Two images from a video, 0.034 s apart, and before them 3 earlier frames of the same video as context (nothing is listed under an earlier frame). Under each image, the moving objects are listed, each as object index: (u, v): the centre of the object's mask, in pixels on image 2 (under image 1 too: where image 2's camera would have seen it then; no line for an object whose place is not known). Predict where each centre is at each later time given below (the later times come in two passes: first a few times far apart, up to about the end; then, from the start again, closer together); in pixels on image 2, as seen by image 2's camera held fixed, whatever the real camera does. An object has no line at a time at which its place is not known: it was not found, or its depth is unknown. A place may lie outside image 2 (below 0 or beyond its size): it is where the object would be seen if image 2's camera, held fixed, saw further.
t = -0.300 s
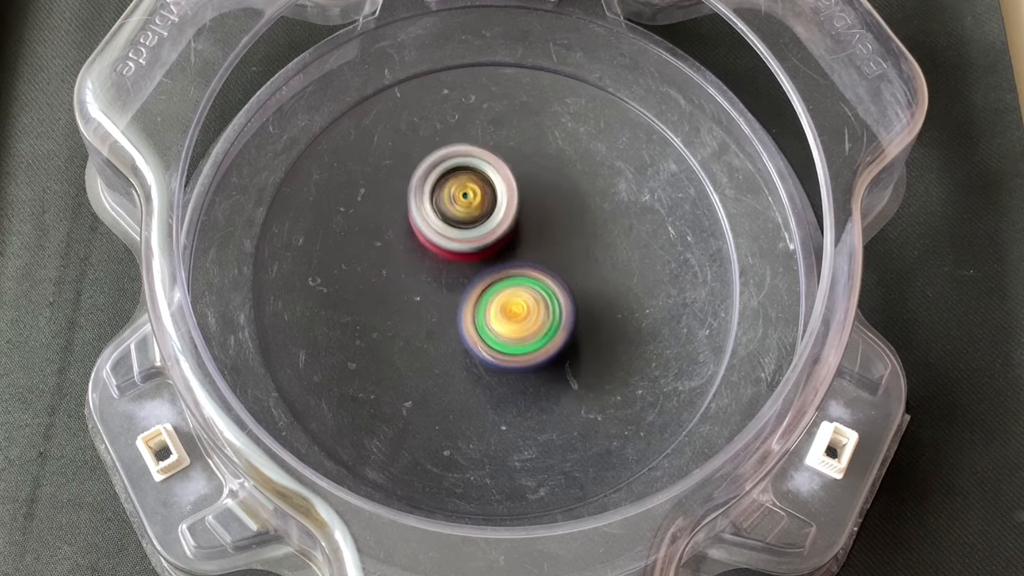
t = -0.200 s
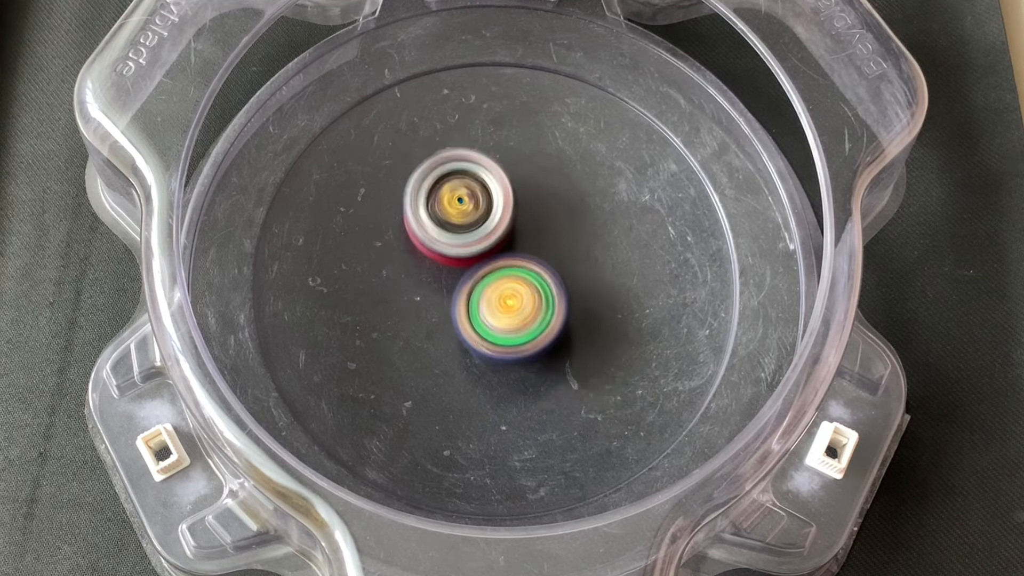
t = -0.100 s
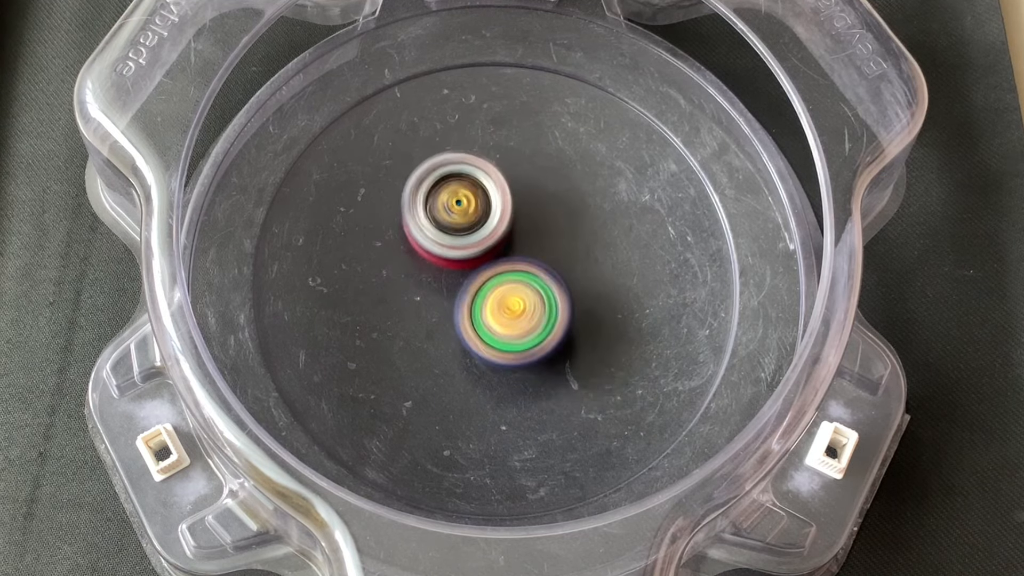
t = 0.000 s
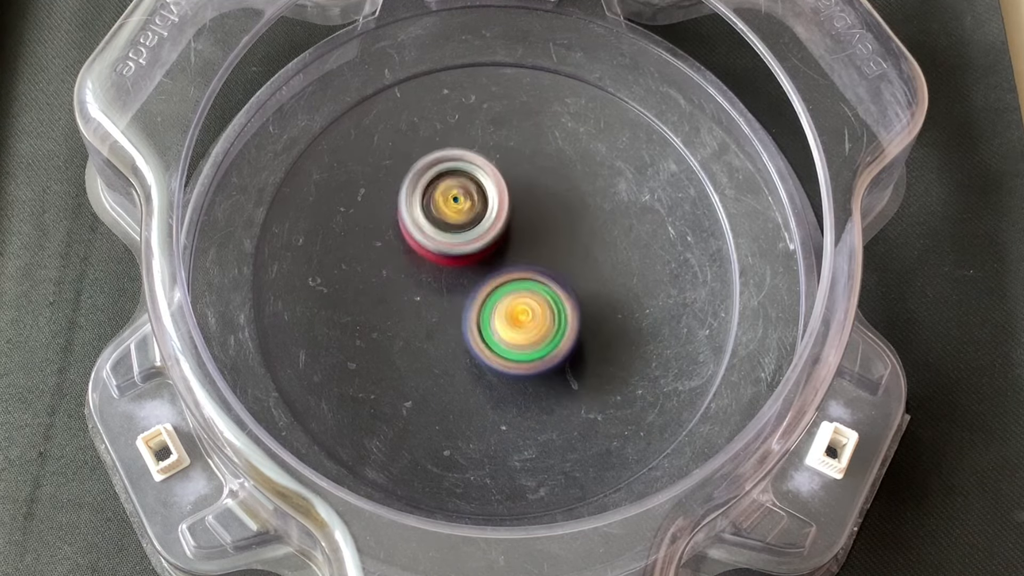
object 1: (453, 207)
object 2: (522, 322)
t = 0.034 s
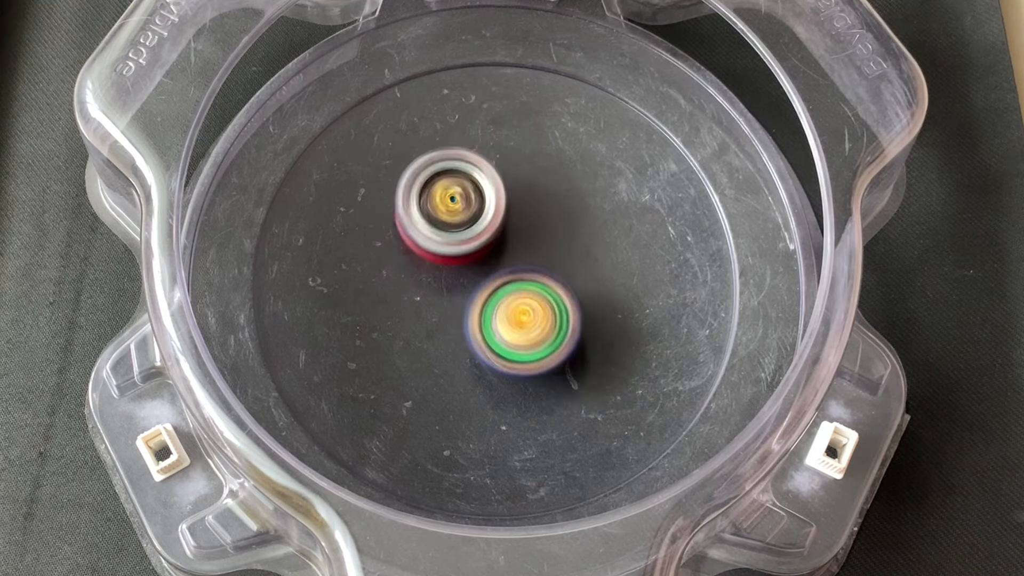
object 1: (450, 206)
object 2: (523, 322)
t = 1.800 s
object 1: (481, 184)
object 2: (489, 347)
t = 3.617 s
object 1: (521, 238)
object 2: (441, 323)
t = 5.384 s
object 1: (550, 265)
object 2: (414, 293)
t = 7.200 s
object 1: (543, 258)
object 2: (418, 252)
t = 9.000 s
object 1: (545, 309)
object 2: (450, 216)
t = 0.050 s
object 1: (449, 206)
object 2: (523, 321)
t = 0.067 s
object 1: (448, 207)
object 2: (524, 321)
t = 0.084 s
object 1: (447, 209)
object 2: (523, 320)
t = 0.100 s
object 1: (447, 210)
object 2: (522, 319)
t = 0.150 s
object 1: (450, 218)
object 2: (519, 315)
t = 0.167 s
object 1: (452, 220)
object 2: (518, 314)
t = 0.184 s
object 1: (453, 221)
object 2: (519, 317)
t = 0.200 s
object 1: (453, 217)
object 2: (523, 323)
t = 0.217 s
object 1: (453, 214)
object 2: (528, 329)
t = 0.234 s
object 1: (453, 212)
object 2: (530, 334)
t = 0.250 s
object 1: (452, 211)
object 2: (533, 338)
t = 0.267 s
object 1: (453, 210)
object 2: (535, 340)
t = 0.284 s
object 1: (452, 209)
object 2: (537, 341)
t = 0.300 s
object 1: (452, 209)
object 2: (537, 340)
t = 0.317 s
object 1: (452, 209)
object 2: (538, 341)
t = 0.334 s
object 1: (453, 210)
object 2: (537, 340)
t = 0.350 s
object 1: (453, 211)
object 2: (536, 339)
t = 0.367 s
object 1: (454, 212)
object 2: (535, 338)
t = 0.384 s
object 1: (455, 214)
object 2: (534, 336)
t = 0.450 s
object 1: (464, 221)
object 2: (528, 331)
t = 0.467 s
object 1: (467, 222)
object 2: (528, 330)
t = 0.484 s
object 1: (471, 224)
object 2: (525, 330)
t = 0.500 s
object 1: (475, 224)
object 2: (524, 328)
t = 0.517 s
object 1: (478, 225)
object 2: (524, 328)
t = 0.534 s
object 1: (481, 223)
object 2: (523, 328)
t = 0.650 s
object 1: (499, 215)
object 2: (518, 324)
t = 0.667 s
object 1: (501, 214)
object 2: (516, 323)
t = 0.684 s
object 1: (503, 212)
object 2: (515, 322)
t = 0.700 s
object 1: (504, 211)
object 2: (513, 321)
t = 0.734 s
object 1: (506, 208)
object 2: (511, 321)
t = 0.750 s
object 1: (507, 207)
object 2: (510, 320)
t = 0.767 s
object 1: (508, 206)
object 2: (509, 320)
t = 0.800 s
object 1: (508, 205)
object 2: (507, 319)
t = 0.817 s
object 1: (508, 204)
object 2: (505, 318)
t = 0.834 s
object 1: (508, 204)
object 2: (504, 317)
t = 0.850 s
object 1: (507, 205)
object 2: (502, 317)
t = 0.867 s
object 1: (507, 205)
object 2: (502, 317)
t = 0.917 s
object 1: (505, 194)
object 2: (497, 334)
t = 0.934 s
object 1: (504, 191)
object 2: (496, 338)
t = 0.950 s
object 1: (502, 189)
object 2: (495, 341)
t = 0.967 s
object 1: (500, 188)
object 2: (494, 342)
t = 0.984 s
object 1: (498, 187)
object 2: (494, 343)
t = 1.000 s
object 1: (495, 187)
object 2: (494, 342)
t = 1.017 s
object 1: (492, 188)
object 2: (494, 342)
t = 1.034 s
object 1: (489, 189)
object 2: (493, 341)
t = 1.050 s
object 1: (487, 191)
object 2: (493, 340)
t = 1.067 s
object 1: (485, 194)
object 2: (491, 339)
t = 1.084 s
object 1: (483, 197)
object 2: (491, 339)
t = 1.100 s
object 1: (481, 201)
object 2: (490, 337)
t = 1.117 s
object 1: (481, 205)
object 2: (490, 336)
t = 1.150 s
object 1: (481, 214)
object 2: (488, 334)
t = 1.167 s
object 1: (481, 218)
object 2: (487, 334)
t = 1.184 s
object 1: (482, 221)
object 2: (487, 336)
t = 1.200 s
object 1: (484, 217)
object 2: (486, 345)
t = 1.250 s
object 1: (486, 209)
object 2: (487, 365)
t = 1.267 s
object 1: (486, 206)
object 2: (487, 369)
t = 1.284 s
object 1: (487, 204)
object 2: (488, 372)
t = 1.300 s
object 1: (486, 202)
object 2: (489, 374)
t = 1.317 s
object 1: (486, 200)
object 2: (489, 374)
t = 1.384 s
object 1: (484, 198)
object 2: (490, 369)
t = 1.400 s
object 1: (483, 198)
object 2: (490, 366)
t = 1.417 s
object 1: (483, 199)
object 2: (489, 363)
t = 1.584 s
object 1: (485, 219)
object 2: (488, 332)
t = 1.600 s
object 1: (487, 220)
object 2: (488, 330)
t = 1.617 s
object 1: (488, 216)
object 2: (488, 335)
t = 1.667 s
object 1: (491, 203)
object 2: (488, 349)
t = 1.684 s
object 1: (491, 199)
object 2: (488, 352)
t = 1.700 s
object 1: (490, 195)
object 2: (488, 352)
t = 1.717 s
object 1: (490, 193)
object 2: (488, 354)
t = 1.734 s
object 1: (488, 190)
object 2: (488, 352)
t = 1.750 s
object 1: (487, 187)
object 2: (489, 353)
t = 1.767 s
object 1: (485, 186)
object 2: (489, 351)
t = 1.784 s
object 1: (483, 185)
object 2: (489, 350)
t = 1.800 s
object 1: (481, 184)
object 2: (489, 347)
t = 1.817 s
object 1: (479, 184)
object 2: (490, 346)
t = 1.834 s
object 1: (477, 185)
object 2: (489, 343)
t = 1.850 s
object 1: (474, 186)
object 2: (490, 341)
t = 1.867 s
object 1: (473, 188)
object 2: (489, 339)
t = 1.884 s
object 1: (471, 191)
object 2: (490, 336)
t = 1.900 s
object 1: (471, 194)
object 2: (489, 335)
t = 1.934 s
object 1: (470, 202)
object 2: (489, 330)
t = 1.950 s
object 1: (470, 206)
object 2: (489, 328)
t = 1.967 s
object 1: (472, 210)
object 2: (489, 325)
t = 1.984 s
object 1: (473, 214)
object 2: (489, 323)
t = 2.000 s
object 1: (475, 215)
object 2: (489, 326)
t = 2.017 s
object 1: (478, 215)
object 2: (489, 331)
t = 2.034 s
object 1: (480, 215)
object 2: (490, 333)
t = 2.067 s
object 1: (485, 216)
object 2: (490, 336)
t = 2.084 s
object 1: (487, 216)
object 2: (490, 337)
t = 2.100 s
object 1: (490, 217)
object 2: (490, 336)
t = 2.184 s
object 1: (504, 218)
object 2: (491, 330)
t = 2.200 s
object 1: (506, 219)
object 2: (492, 329)
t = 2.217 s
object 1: (509, 218)
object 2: (492, 330)
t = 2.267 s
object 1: (516, 217)
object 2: (492, 330)
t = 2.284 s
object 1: (519, 216)
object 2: (492, 329)
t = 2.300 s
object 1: (521, 216)
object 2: (492, 327)
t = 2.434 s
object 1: (534, 212)
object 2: (487, 323)
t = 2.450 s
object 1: (534, 211)
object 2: (487, 323)
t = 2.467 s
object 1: (535, 211)
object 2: (486, 322)
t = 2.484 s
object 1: (534, 211)
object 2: (486, 321)
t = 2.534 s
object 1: (534, 213)
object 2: (484, 318)
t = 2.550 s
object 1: (533, 213)
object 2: (483, 318)
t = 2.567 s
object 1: (533, 215)
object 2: (482, 316)
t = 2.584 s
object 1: (532, 216)
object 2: (482, 317)
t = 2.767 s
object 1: (536, 226)
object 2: (472, 320)
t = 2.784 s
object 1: (535, 228)
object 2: (471, 321)
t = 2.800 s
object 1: (537, 229)
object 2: (470, 321)
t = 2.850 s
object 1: (540, 229)
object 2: (466, 325)
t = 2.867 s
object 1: (541, 227)
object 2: (465, 326)
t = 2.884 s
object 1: (542, 227)
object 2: (464, 326)
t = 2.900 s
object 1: (544, 226)
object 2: (464, 326)
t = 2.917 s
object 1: (544, 225)
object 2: (463, 326)
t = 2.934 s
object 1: (545, 225)
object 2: (463, 325)
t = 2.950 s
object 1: (544, 224)
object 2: (462, 325)
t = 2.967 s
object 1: (544, 224)
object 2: (462, 324)
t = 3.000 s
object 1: (543, 225)
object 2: (462, 322)
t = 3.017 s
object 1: (542, 225)
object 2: (461, 322)
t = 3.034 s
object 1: (541, 227)
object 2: (461, 320)
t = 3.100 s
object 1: (536, 233)
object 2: (460, 318)
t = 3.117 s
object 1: (535, 234)
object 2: (459, 317)
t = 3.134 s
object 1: (536, 234)
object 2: (456, 321)
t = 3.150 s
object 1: (539, 231)
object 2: (450, 327)
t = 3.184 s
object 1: (543, 227)
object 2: (443, 333)
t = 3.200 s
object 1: (545, 225)
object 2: (442, 335)
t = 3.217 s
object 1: (546, 222)
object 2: (441, 335)
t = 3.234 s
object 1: (547, 220)
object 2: (441, 336)
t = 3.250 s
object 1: (547, 217)
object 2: (440, 335)
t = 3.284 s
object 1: (547, 214)
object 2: (440, 334)
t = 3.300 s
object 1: (547, 213)
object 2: (441, 334)
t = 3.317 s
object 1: (545, 211)
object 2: (441, 332)
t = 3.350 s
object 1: (543, 210)
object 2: (441, 330)
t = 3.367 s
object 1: (541, 210)
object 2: (441, 330)
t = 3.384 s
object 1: (539, 210)
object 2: (441, 328)
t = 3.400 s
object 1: (537, 211)
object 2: (441, 327)
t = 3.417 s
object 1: (535, 211)
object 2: (441, 326)
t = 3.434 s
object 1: (533, 213)
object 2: (441, 325)
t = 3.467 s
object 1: (529, 217)
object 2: (441, 324)
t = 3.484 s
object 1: (527, 218)
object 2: (442, 323)
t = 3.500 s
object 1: (525, 221)
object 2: (442, 321)
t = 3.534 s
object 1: (521, 227)
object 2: (444, 319)
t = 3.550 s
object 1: (519, 229)
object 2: (444, 318)
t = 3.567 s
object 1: (518, 233)
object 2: (444, 318)
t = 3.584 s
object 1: (519, 234)
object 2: (442, 320)
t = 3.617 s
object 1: (521, 238)
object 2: (441, 323)
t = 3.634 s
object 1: (522, 240)
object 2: (441, 323)
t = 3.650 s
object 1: (524, 239)
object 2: (438, 326)
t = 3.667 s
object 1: (527, 238)
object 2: (437, 327)
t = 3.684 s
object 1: (530, 238)
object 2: (435, 328)
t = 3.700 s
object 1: (533, 238)
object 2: (436, 328)
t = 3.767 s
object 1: (540, 235)
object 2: (437, 326)
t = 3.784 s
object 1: (541, 234)
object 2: (437, 325)
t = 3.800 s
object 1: (542, 234)
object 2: (437, 324)
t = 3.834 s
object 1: (544, 234)
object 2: (438, 322)
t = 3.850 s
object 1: (544, 234)
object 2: (440, 320)
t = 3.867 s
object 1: (544, 233)
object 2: (439, 321)
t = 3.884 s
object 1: (543, 233)
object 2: (441, 319)
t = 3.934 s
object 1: (542, 235)
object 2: (441, 315)
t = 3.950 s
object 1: (542, 236)
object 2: (443, 314)
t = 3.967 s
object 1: (541, 237)
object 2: (443, 313)
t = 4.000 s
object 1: (538, 240)
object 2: (444, 312)
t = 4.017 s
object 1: (538, 241)
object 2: (443, 311)
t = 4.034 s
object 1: (541, 240)
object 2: (440, 315)
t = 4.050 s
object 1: (543, 237)
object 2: (436, 318)
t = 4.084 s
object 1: (547, 234)
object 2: (433, 322)
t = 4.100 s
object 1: (548, 232)
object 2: (433, 322)
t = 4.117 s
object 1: (548, 231)
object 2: (433, 321)
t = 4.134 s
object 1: (549, 229)
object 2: (434, 322)
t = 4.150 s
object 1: (548, 228)
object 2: (433, 320)
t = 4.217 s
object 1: (544, 225)
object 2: (436, 315)
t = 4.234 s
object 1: (542, 225)
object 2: (436, 315)
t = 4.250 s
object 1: (540, 227)
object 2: (437, 313)
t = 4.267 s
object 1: (537, 227)
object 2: (437, 311)
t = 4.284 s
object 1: (535, 229)
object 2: (438, 311)
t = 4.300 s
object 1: (533, 230)
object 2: (437, 310)
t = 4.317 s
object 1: (530, 234)
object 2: (438, 309)
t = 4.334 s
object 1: (529, 236)
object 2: (438, 308)
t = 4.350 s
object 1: (529, 237)
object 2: (436, 310)
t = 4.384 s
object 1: (529, 239)
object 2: (434, 312)
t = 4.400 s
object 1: (529, 241)
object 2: (435, 311)
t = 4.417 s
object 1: (529, 242)
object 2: (434, 310)
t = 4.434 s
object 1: (531, 243)
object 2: (433, 313)
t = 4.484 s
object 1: (543, 239)
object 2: (422, 316)
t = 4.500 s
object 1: (547, 238)
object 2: (421, 317)
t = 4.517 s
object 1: (550, 236)
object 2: (421, 317)
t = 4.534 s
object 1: (553, 235)
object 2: (421, 316)
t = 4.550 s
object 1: (554, 233)
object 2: (421, 316)
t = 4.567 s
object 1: (557, 232)
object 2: (421, 315)
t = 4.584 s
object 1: (558, 230)
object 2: (422, 314)
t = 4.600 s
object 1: (559, 229)
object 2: (421, 313)
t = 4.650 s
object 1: (560, 225)
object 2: (423, 310)
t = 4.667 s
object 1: (559, 224)
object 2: (424, 308)
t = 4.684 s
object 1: (558, 224)
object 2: (423, 308)
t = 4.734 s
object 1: (553, 224)
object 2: (424, 305)
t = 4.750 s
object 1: (551, 225)
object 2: (424, 303)
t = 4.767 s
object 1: (548, 227)
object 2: (425, 303)
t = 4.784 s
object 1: (545, 229)
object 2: (425, 302)
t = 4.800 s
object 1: (543, 231)
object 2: (425, 301)
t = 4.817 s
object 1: (540, 233)
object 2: (426, 300)
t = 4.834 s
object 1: (539, 237)
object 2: (426, 299)
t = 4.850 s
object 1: (536, 240)
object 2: (428, 298)
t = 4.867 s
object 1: (535, 243)
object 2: (427, 297)
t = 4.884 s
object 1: (535, 246)
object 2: (426, 299)
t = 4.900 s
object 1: (539, 245)
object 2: (419, 302)
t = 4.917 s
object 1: (543, 246)
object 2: (414, 305)
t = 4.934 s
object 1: (546, 245)
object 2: (411, 306)
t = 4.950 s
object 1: (550, 245)
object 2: (409, 309)
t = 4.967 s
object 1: (552, 245)
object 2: (409, 309)
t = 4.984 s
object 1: (555, 245)
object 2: (408, 310)
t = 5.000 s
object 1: (557, 245)
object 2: (409, 310)
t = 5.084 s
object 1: (565, 242)
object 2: (414, 306)
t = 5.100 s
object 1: (566, 241)
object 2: (414, 305)
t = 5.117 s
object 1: (566, 241)
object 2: (416, 304)
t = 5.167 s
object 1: (564, 241)
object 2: (418, 300)
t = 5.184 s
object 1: (563, 242)
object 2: (418, 300)
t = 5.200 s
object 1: (560, 243)
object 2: (419, 298)
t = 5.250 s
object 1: (555, 247)
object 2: (422, 295)
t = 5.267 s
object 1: (552, 249)
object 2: (423, 295)
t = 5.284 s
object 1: (550, 251)
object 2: (424, 293)
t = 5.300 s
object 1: (548, 253)
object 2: (424, 293)
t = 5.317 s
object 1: (545, 256)
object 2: (426, 291)
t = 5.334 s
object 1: (544, 259)
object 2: (426, 291)
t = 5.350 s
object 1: (542, 262)
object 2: (426, 291)
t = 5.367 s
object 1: (546, 263)
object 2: (420, 292)
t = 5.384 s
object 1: (550, 265)
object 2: (414, 293)
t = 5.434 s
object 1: (555, 268)
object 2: (406, 295)
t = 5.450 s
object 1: (558, 269)
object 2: (405, 295)
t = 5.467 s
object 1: (559, 270)
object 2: (406, 295)
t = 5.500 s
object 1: (563, 272)
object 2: (407, 294)
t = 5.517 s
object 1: (564, 273)
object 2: (409, 294)
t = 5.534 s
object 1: (565, 273)
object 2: (409, 293)
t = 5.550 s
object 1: (565, 274)
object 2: (410, 292)
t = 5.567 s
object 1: (566, 275)
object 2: (412, 290)
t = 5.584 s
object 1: (566, 275)
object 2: (413, 289)
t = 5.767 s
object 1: (551, 280)
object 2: (426, 278)
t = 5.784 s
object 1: (548, 281)
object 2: (427, 277)
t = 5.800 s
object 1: (547, 282)
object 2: (427, 276)
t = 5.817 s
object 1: (547, 283)
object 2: (425, 276)
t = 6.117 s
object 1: (545, 297)
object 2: (428, 264)
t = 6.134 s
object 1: (544, 297)
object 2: (429, 264)
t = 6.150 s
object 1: (545, 297)
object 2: (428, 263)
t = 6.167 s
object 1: (547, 298)
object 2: (424, 261)
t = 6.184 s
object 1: (551, 299)
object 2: (422, 260)
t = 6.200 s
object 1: (553, 299)
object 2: (421, 260)
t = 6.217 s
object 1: (555, 298)
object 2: (420, 259)
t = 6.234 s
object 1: (557, 298)
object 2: (420, 259)
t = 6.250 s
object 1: (559, 297)
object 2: (420, 259)
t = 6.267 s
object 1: (561, 296)
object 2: (421, 259)
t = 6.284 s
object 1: (562, 295)
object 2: (422, 259)
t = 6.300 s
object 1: (563, 293)
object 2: (423, 258)
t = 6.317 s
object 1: (563, 292)
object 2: (425, 258)
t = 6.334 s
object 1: (563, 289)
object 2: (426, 258)
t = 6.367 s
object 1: (561, 285)
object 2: (429, 256)
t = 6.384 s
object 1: (560, 283)
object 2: (430, 256)
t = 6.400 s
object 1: (557, 281)
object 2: (432, 255)
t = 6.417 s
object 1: (555, 280)
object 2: (433, 255)
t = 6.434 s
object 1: (553, 278)
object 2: (433, 254)
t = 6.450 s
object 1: (554, 278)
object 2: (430, 253)
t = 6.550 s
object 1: (557, 274)
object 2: (420, 252)
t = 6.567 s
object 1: (556, 273)
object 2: (421, 252)
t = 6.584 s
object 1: (556, 272)
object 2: (422, 253)
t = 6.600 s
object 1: (555, 271)
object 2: (423, 253)
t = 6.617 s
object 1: (553, 270)
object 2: (425, 253)
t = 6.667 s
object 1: (548, 268)
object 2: (430, 253)
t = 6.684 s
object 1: (547, 268)
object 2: (431, 252)
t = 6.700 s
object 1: (552, 267)
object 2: (424, 252)
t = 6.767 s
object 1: (579, 268)
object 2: (387, 247)
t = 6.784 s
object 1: (583, 266)
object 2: (381, 247)
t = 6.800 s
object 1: (587, 265)
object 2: (378, 247)
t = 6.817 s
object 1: (590, 263)
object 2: (377, 247)
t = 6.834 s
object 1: (593, 260)
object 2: (377, 248)
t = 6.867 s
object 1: (597, 257)
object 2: (379, 249)
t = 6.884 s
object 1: (600, 255)
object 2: (381, 250)
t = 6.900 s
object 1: (600, 253)
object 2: (383, 250)
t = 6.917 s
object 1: (601, 251)
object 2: (386, 250)
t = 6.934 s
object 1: (600, 249)
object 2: (388, 250)
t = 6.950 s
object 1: (599, 247)
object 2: (390, 250)
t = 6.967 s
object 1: (597, 246)
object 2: (393, 250)
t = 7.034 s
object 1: (583, 242)
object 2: (402, 250)
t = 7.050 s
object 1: (579, 241)
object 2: (404, 250)
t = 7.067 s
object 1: (575, 242)
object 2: (407, 250)
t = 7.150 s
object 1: (551, 251)
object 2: (417, 252)
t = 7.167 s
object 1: (546, 253)
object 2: (419, 252)
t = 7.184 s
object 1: (543, 255)
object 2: (422, 252)
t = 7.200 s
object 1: (543, 258)
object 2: (418, 252)
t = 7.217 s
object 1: (545, 260)
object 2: (413, 253)
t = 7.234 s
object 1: (548, 262)
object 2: (408, 253)
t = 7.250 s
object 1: (548, 265)
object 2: (404, 254)
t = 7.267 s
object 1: (548, 267)
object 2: (402, 254)
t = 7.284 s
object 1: (547, 271)
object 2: (400, 255)
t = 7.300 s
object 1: (545, 274)
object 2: (400, 256)
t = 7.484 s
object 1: (535, 302)
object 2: (421, 256)
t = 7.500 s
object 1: (534, 304)
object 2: (423, 256)
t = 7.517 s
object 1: (533, 307)
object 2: (425, 256)
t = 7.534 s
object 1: (534, 310)
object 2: (423, 254)
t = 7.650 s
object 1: (531, 325)
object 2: (426, 250)
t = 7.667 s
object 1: (531, 326)
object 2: (427, 250)
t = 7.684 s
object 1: (530, 328)
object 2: (429, 249)
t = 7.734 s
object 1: (527, 331)
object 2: (433, 248)
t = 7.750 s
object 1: (526, 331)
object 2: (434, 248)
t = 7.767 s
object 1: (525, 332)
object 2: (436, 248)
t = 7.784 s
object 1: (523, 332)
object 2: (437, 247)
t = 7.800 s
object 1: (522, 333)
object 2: (439, 247)
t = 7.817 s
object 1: (521, 333)
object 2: (440, 246)
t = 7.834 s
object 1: (521, 333)
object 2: (440, 245)
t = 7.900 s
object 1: (526, 338)
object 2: (439, 243)
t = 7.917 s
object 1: (527, 338)
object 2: (440, 242)
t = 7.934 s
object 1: (528, 338)
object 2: (440, 242)
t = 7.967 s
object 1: (529, 337)
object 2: (442, 240)
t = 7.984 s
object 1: (530, 337)
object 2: (443, 240)
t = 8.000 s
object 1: (529, 335)
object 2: (444, 240)
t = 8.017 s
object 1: (530, 333)
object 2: (444, 239)
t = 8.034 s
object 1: (529, 331)
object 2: (445, 239)
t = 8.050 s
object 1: (528, 329)
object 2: (447, 237)
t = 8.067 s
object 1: (528, 327)
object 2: (446, 237)
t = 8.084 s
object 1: (527, 324)
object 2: (447, 237)
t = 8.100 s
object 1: (528, 324)
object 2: (446, 234)
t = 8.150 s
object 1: (533, 325)
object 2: (443, 226)
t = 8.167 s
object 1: (534, 325)
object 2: (442, 225)
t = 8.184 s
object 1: (534, 324)
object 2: (442, 224)
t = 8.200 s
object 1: (536, 324)
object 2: (442, 224)
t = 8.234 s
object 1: (536, 321)
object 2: (444, 224)
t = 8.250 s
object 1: (537, 321)
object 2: (445, 224)
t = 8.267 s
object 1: (536, 319)
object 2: (446, 224)
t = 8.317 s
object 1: (535, 313)
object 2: (450, 224)
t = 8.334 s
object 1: (534, 311)
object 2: (451, 225)
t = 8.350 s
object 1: (534, 310)
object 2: (451, 225)
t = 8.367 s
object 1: (536, 312)
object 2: (449, 221)
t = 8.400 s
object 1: (539, 314)
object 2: (446, 215)
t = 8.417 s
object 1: (541, 314)
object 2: (446, 214)
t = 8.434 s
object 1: (542, 315)
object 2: (445, 214)
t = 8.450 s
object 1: (543, 315)
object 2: (446, 215)
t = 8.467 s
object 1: (545, 314)
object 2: (446, 215)
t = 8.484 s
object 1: (545, 315)
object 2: (446, 216)
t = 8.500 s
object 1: (545, 314)
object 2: (448, 217)
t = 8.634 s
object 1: (543, 306)
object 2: (456, 223)
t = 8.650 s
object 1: (542, 304)
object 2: (457, 223)
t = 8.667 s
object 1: (542, 305)
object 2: (455, 222)
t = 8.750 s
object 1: (542, 305)
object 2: (453, 222)
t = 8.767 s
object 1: (541, 304)
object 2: (453, 223)
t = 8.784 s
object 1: (540, 304)
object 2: (454, 224)
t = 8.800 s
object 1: (542, 306)
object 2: (452, 222)
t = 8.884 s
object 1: (547, 310)
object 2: (445, 215)
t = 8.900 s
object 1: (547, 311)
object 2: (445, 214)
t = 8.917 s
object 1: (547, 311)
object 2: (446, 215)
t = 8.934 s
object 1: (547, 311)
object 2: (447, 215)
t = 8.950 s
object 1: (547, 311)
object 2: (447, 215)
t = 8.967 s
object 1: (547, 310)
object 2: (449, 216)
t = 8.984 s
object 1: (546, 310)
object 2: (450, 216)
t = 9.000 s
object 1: (545, 309)
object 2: (450, 216)
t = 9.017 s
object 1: (544, 308)
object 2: (452, 217)
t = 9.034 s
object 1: (543, 308)
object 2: (453, 217)
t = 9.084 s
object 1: (536, 305)
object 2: (456, 218)
